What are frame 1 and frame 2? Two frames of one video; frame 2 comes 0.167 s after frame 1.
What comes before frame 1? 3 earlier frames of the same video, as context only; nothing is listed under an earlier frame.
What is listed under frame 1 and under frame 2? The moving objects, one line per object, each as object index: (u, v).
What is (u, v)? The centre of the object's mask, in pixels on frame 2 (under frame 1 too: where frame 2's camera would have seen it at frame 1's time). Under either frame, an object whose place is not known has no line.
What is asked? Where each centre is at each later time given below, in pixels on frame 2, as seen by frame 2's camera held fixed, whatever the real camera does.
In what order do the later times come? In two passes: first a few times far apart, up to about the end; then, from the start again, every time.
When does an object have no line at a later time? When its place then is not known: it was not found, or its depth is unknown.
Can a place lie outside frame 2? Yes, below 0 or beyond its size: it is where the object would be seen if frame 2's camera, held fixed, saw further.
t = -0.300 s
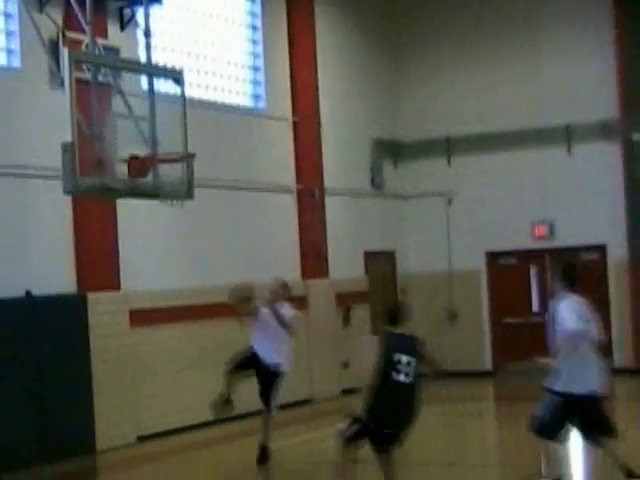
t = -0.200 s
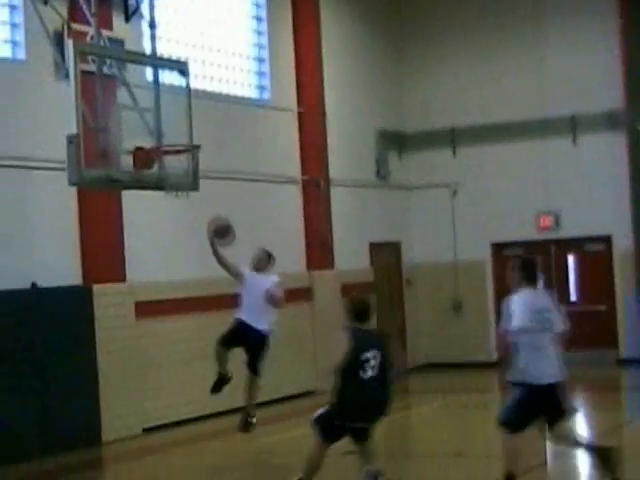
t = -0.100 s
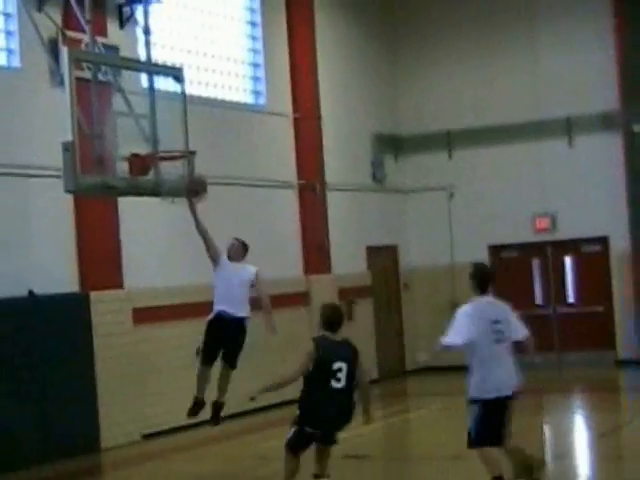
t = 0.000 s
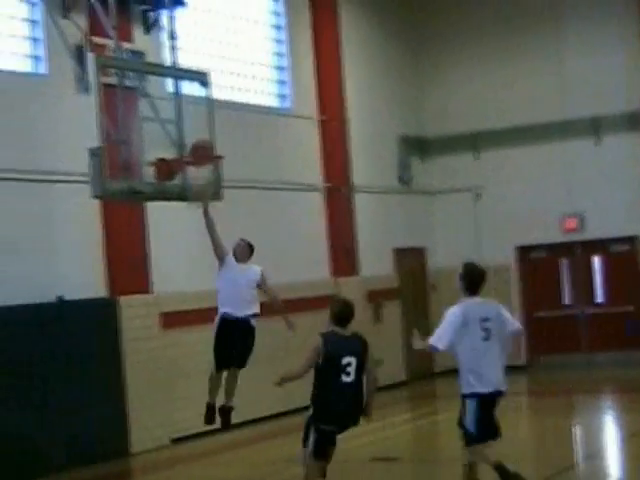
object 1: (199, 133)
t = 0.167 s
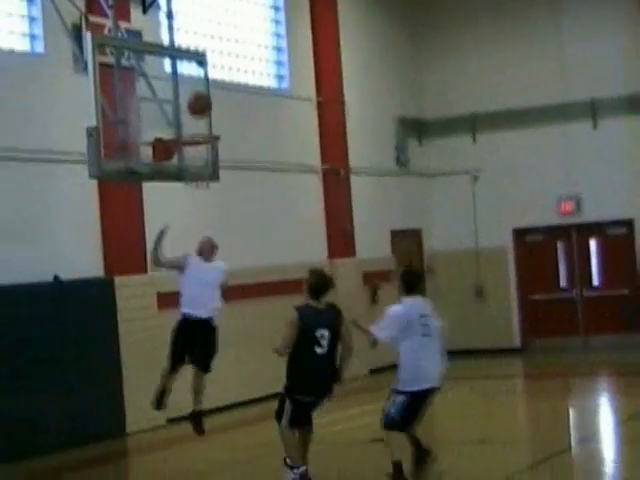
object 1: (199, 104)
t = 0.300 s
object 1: (202, 102)
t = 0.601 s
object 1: (192, 124)
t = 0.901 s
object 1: (200, 159)
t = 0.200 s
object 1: (200, 102)
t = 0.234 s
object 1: (201, 101)
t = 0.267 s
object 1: (201, 101)
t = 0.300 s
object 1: (202, 102)
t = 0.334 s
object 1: (203, 104)
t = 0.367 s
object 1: (204, 108)
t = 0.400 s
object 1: (205, 112)
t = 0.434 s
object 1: (206, 118)
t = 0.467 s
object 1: (206, 123)
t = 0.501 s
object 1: (203, 123)
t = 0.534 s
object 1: (199, 122)
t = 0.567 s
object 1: (196, 123)
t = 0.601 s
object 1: (192, 124)
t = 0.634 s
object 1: (189, 127)
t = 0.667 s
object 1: (185, 130)
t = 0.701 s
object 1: (182, 136)
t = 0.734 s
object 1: (185, 137)
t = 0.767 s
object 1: (186, 139)
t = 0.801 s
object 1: (191, 143)
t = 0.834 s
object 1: (193, 147)
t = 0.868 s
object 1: (197, 153)
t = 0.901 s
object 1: (200, 159)
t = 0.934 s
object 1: (202, 163)
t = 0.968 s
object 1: (207, 172)
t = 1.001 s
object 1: (210, 179)
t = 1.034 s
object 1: (211, 185)
